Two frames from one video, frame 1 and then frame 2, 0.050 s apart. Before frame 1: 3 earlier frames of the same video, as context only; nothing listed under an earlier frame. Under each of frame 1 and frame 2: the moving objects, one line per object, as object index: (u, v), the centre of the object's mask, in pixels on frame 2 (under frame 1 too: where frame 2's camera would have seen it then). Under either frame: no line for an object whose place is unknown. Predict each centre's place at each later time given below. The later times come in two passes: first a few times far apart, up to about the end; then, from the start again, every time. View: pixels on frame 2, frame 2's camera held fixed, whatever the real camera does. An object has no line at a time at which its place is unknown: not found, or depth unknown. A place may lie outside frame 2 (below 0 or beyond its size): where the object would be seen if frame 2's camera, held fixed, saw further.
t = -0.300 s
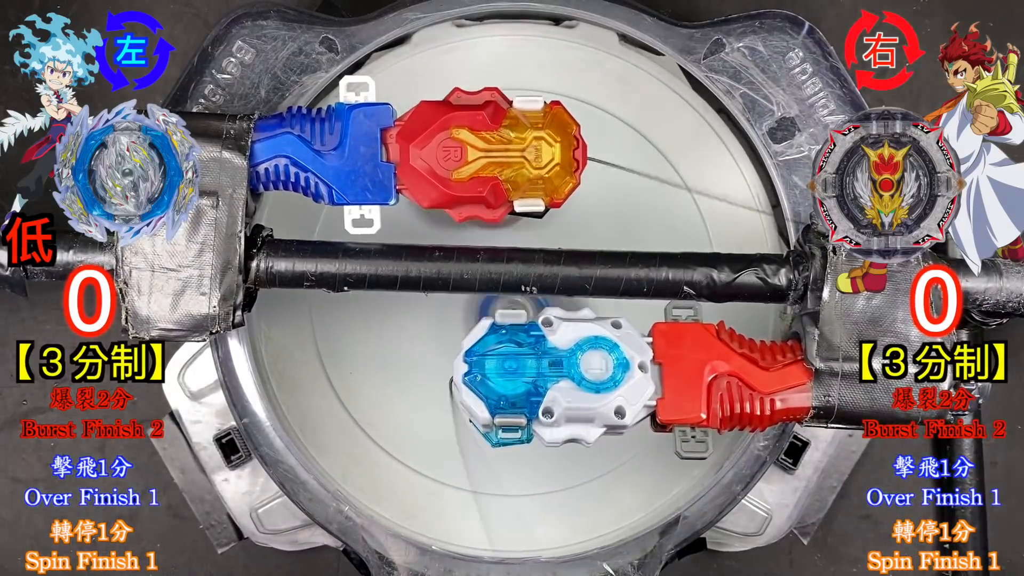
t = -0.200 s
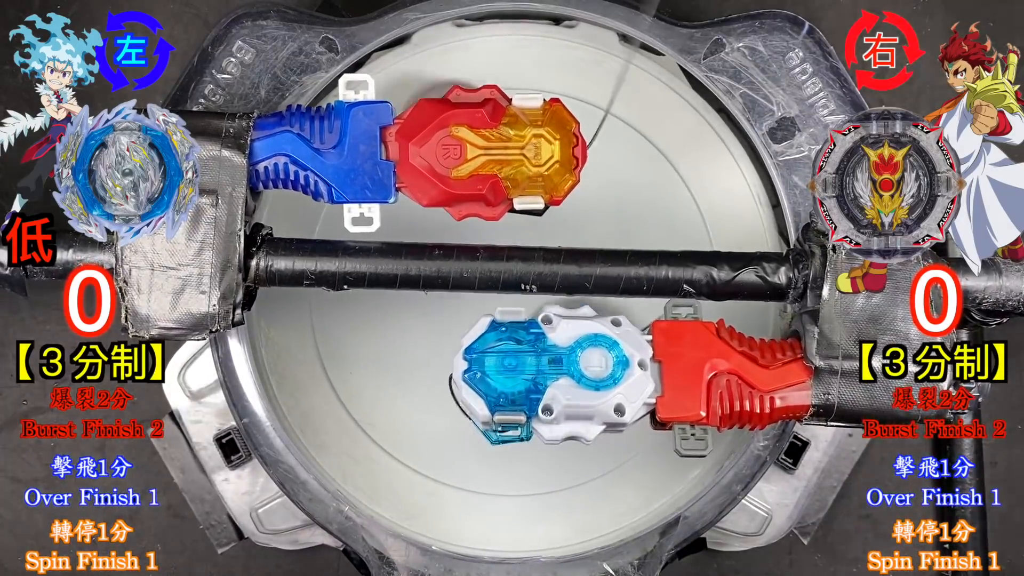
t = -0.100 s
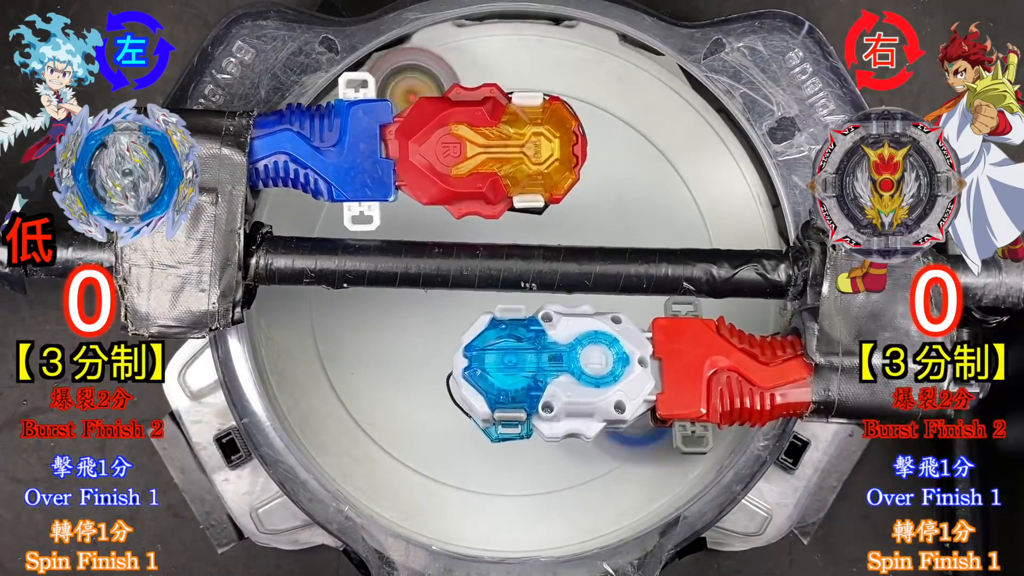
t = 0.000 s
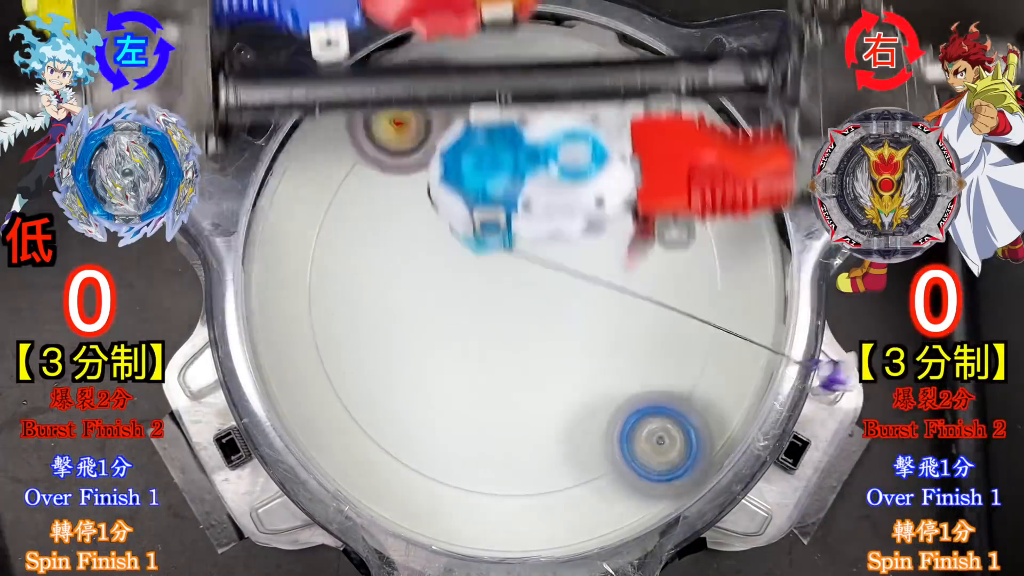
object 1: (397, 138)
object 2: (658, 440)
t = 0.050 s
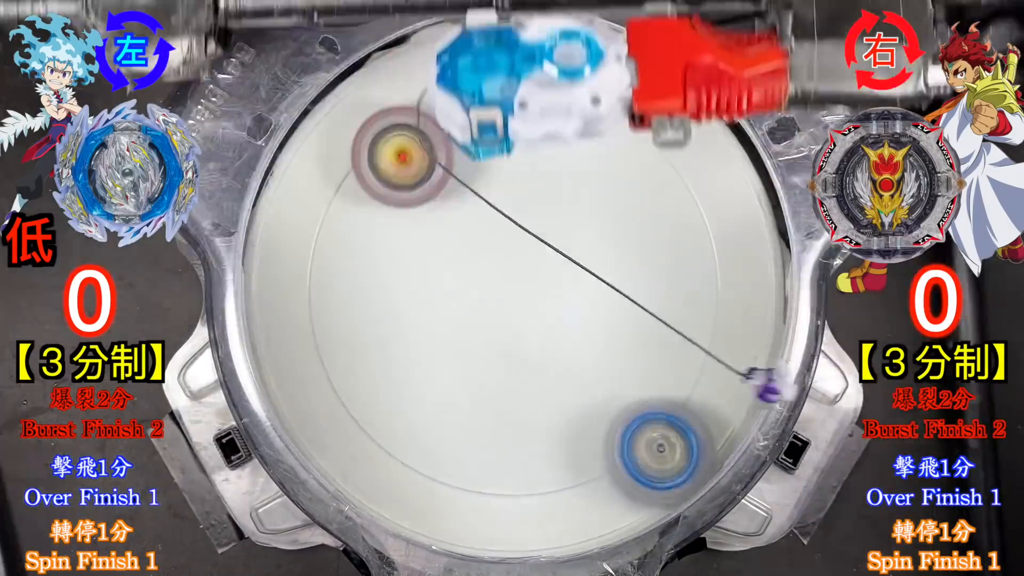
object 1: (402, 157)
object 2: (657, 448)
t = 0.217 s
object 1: (482, 329)
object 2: (647, 450)
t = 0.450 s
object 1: (381, 326)
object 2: (682, 338)
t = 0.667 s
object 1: (359, 247)
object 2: (567, 182)
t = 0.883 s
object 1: (520, 296)
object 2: (463, 157)
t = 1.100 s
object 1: (655, 297)
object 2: (496, 255)
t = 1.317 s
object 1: (667, 187)
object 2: (570, 324)
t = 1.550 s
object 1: (478, 116)
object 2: (632, 333)
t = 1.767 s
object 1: (319, 321)
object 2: (609, 369)
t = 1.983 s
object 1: (601, 508)
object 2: (491, 277)
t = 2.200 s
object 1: (683, 128)
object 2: (505, 124)
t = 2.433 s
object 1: (572, 243)
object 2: (472, 125)
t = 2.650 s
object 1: (473, 374)
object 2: (478, 251)
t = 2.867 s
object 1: (531, 468)
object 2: (483, 271)
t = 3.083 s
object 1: (694, 403)
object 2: (472, 125)
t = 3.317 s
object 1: (717, 170)
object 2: (585, 161)
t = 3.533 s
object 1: (494, 84)
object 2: (555, 329)
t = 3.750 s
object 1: (299, 355)
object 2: (401, 380)
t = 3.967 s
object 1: (602, 475)
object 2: (738, 266)
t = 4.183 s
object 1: (741, 295)
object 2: (681, 104)
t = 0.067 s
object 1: (403, 173)
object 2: (656, 449)
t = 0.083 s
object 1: (409, 187)
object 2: (654, 450)
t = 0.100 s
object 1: (414, 203)
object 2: (654, 453)
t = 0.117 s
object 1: (421, 220)
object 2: (653, 451)
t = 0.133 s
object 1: (428, 238)
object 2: (653, 451)
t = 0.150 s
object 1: (436, 257)
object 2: (652, 452)
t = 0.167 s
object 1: (446, 275)
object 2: (650, 452)
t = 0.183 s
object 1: (457, 293)
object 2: (650, 451)
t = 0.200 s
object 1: (469, 312)
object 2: (648, 451)
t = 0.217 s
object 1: (482, 329)
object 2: (647, 450)
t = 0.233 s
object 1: (496, 345)
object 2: (645, 446)
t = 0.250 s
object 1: (510, 361)
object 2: (642, 444)
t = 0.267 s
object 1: (525, 376)
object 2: (640, 443)
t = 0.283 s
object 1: (541, 389)
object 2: (639, 440)
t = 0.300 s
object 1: (531, 388)
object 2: (656, 440)
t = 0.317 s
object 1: (510, 384)
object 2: (676, 442)
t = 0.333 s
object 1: (489, 379)
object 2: (688, 437)
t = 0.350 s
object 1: (471, 373)
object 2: (690, 424)
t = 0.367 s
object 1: (453, 366)
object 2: (693, 409)
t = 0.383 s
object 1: (436, 360)
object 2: (691, 396)
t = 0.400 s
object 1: (421, 351)
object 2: (690, 381)
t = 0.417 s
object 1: (406, 343)
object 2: (687, 368)
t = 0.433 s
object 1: (392, 335)
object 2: (686, 354)
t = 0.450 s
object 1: (381, 326)
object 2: (682, 338)
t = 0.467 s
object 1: (370, 317)
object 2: (676, 325)
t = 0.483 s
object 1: (361, 308)
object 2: (670, 311)
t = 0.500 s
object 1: (353, 300)
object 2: (663, 298)
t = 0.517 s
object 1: (347, 292)
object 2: (655, 283)
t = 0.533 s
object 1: (343, 283)
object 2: (645, 269)
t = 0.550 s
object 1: (340, 276)
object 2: (638, 257)
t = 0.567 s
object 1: (338, 269)
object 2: (628, 244)
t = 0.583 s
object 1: (338, 263)
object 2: (619, 231)
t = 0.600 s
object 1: (339, 258)
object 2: (610, 220)
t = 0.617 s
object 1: (342, 253)
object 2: (598, 210)
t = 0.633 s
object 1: (346, 250)
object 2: (588, 200)
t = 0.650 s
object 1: (352, 248)
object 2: (577, 190)
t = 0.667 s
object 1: (359, 247)
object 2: (567, 182)
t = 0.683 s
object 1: (368, 246)
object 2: (556, 175)
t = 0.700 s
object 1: (378, 247)
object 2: (545, 166)
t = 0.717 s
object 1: (388, 248)
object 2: (535, 161)
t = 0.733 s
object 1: (400, 251)
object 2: (525, 155)
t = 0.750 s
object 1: (412, 254)
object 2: (516, 152)
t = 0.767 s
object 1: (424, 258)
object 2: (507, 152)
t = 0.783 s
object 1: (437, 263)
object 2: (498, 147)
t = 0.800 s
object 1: (451, 268)
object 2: (492, 146)
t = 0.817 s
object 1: (464, 274)
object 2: (483, 146)
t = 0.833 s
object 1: (478, 281)
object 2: (479, 146)
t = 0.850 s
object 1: (492, 287)
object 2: (471, 148)
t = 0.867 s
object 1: (506, 292)
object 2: (467, 154)
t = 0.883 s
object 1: (520, 296)
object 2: (463, 157)
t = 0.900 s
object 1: (534, 300)
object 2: (460, 161)
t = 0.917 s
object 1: (548, 304)
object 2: (458, 168)
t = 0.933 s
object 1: (561, 306)
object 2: (456, 178)
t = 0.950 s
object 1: (574, 308)
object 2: (458, 185)
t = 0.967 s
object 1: (585, 309)
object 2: (457, 191)
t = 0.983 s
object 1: (596, 310)
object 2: (461, 199)
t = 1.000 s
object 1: (607, 310)
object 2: (463, 208)
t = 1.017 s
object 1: (617, 310)
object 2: (468, 215)
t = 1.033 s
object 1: (626, 309)
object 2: (471, 222)
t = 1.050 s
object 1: (635, 307)
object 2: (477, 232)
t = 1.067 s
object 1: (644, 305)
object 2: (482, 242)
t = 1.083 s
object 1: (650, 301)
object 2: (489, 248)
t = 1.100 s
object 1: (655, 297)
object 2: (496, 255)
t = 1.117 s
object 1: (659, 292)
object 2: (504, 263)
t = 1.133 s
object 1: (662, 288)
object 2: (511, 271)
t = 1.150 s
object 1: (664, 284)
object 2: (518, 278)
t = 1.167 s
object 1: (665, 278)
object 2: (527, 284)
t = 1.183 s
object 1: (665, 272)
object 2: (534, 287)
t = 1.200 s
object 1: (664, 265)
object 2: (545, 291)
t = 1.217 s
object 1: (661, 258)
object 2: (553, 296)
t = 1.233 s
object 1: (658, 250)
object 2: (561, 302)
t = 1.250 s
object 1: (662, 238)
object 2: (563, 308)
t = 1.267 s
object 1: (666, 227)
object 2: (565, 313)
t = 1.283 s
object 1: (669, 213)
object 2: (567, 317)
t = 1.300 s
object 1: (669, 200)
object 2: (569, 320)
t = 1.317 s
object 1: (667, 187)
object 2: (570, 324)
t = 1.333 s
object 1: (664, 175)
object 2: (572, 327)
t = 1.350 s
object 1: (660, 164)
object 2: (576, 331)
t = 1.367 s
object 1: (654, 154)
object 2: (581, 333)
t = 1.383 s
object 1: (645, 144)
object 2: (582, 333)
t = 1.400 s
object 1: (634, 135)
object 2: (587, 333)
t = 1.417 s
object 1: (620, 129)
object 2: (589, 332)
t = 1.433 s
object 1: (605, 124)
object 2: (594, 330)
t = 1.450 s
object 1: (590, 120)
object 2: (599, 330)
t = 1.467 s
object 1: (574, 116)
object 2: (607, 330)
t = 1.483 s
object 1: (556, 112)
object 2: (611, 330)
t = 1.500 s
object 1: (536, 110)
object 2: (616, 330)
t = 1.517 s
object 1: (517, 111)
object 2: (623, 332)
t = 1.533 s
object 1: (497, 113)
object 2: (627, 333)
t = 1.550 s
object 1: (478, 116)
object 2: (632, 333)
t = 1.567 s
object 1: (457, 120)
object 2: (634, 334)
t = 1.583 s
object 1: (436, 127)
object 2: (637, 335)
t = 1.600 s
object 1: (416, 137)
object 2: (638, 338)
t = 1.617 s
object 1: (398, 148)
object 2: (640, 339)
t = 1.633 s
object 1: (382, 161)
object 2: (638, 341)
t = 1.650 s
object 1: (366, 174)
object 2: (639, 343)
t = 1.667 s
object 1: (350, 190)
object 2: (636, 348)
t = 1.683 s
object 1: (337, 209)
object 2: (636, 351)
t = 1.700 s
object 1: (328, 229)
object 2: (633, 356)
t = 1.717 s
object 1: (322, 249)
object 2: (628, 359)
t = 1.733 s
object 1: (318, 271)
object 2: (623, 364)
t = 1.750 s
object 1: (316, 295)
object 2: (617, 366)
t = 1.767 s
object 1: (319, 321)
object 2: (609, 369)
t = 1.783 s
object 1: (327, 345)
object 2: (601, 370)
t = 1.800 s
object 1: (338, 368)
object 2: (591, 370)
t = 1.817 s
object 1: (350, 391)
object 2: (579, 367)
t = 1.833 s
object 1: (365, 416)
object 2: (569, 365)
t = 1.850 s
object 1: (384, 438)
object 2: (558, 359)
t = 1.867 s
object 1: (407, 456)
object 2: (548, 354)
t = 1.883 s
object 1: (430, 471)
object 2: (537, 346)
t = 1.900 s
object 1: (456, 485)
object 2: (528, 336)
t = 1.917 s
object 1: (484, 496)
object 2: (517, 326)
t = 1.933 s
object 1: (514, 504)
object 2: (509, 315)
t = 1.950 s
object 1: (543, 508)
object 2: (502, 303)
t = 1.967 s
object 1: (571, 510)
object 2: (495, 291)
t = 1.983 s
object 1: (601, 508)
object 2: (491, 277)
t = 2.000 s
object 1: (625, 500)
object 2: (484, 264)
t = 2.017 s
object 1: (639, 483)
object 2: (479, 250)
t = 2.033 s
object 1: (651, 459)
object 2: (477, 237)
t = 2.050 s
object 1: (661, 427)
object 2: (477, 223)
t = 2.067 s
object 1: (666, 397)
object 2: (476, 210)
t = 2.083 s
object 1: (676, 365)
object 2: (477, 199)
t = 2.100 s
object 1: (681, 331)
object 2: (479, 186)
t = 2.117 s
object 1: (687, 299)
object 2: (481, 173)
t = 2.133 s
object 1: (693, 263)
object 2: (483, 161)
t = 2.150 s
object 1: (694, 229)
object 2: (487, 151)
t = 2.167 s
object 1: (694, 195)
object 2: (492, 141)
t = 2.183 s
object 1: (690, 159)
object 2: (498, 131)
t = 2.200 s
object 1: (683, 128)
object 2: (505, 124)
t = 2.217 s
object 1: (673, 103)
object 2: (513, 117)
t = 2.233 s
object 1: (658, 99)
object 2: (519, 108)
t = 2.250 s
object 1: (645, 103)
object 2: (529, 105)
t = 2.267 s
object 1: (637, 112)
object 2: (531, 103)
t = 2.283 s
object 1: (636, 125)
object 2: (523, 100)
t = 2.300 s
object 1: (635, 136)
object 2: (515, 99)
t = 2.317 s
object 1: (629, 149)
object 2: (508, 98)
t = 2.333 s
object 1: (625, 162)
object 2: (501, 96)
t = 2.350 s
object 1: (617, 175)
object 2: (494, 98)
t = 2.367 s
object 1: (611, 189)
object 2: (489, 101)
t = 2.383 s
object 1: (601, 202)
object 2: (483, 106)
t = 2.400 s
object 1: (593, 217)
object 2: (480, 112)
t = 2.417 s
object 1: (582, 229)
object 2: (475, 118)
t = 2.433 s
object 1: (572, 243)
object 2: (472, 125)
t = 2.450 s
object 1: (562, 254)
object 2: (469, 132)
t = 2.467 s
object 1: (550, 267)
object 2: (467, 140)
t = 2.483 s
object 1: (542, 278)
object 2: (467, 150)
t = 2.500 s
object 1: (531, 290)
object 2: (464, 161)
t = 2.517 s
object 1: (523, 300)
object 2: (463, 170)
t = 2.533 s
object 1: (513, 311)
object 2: (464, 179)
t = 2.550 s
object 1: (506, 322)
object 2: (465, 191)
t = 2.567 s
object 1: (498, 331)
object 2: (467, 201)
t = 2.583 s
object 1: (492, 342)
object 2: (468, 213)
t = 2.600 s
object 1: (485, 349)
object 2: (471, 224)
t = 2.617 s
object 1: (480, 359)
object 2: (472, 232)
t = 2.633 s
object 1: (475, 365)
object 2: (475, 242)
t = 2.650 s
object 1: (473, 374)
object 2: (478, 251)
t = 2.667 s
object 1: (469, 379)
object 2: (481, 263)
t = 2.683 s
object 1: (467, 387)
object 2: (483, 273)
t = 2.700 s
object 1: (467, 391)
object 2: (485, 279)
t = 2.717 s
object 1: (467, 398)
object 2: (489, 287)
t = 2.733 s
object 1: (469, 400)
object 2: (491, 295)
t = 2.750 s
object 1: (472, 406)
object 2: (492, 302)
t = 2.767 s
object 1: (475, 408)
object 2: (493, 308)
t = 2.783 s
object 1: (480, 411)
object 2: (494, 310)
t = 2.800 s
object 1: (488, 425)
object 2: (493, 306)
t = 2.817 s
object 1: (496, 438)
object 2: (492, 298)
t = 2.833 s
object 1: (507, 449)
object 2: (489, 288)
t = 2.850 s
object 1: (517, 460)
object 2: (486, 280)
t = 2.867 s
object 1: (531, 468)
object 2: (483, 271)
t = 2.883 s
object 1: (542, 477)
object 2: (479, 259)
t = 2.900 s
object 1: (557, 482)
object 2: (476, 250)
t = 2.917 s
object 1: (569, 484)
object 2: (472, 239)
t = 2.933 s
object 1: (584, 485)
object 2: (469, 226)
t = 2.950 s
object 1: (595, 482)
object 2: (466, 217)
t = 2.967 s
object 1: (610, 476)
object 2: (465, 206)
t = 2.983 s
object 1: (621, 470)
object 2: (461, 193)
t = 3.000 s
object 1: (635, 462)
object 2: (461, 184)
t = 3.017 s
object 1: (647, 453)
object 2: (461, 170)
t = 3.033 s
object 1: (660, 441)
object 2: (462, 156)
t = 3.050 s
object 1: (671, 430)
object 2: (463, 146)
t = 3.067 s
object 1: (684, 415)
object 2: (466, 136)
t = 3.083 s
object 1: (694, 403)
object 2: (472, 125)
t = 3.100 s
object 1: (704, 386)
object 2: (475, 116)
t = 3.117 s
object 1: (713, 372)
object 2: (482, 105)
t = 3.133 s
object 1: (721, 354)
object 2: (489, 101)
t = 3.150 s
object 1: (729, 339)
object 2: (496, 90)
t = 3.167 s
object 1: (734, 320)
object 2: (504, 88)
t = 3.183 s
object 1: (739, 304)
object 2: (513, 92)
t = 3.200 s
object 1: (741, 286)
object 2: (521, 99)
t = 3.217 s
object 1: (743, 269)
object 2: (531, 110)
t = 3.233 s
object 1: (742, 251)
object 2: (541, 116)
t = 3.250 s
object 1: (741, 234)
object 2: (552, 126)
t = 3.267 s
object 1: (736, 218)
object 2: (558, 134)
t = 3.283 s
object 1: (732, 200)
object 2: (568, 145)
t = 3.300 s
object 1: (725, 187)
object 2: (578, 155)
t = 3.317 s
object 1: (717, 170)
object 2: (585, 161)
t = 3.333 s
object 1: (708, 158)
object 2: (592, 177)
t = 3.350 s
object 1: (696, 143)
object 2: (598, 185)
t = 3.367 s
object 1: (684, 132)
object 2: (601, 199)
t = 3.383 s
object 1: (668, 120)
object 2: (602, 214)
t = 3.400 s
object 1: (655, 109)
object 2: (603, 227)
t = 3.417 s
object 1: (636, 100)
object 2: (602, 241)
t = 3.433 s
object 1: (620, 92)
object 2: (599, 253)
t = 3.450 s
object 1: (599, 87)
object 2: (595, 269)
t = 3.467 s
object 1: (580, 82)
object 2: (589, 282)
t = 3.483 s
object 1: (560, 81)
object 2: (581, 295)
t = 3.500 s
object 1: (538, 78)
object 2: (573, 307)
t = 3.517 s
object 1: (518, 81)
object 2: (563, 319)
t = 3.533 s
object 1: (494, 84)
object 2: (555, 329)
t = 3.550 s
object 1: (472, 92)
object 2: (542, 339)
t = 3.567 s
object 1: (448, 102)
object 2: (530, 348)
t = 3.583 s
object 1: (427, 115)
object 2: (517, 357)
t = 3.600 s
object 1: (405, 132)
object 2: (504, 363)
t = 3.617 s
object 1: (385, 150)
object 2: (488, 368)
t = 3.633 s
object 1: (365, 172)
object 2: (473, 374)
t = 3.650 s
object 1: (345, 192)
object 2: (459, 378)
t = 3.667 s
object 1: (330, 218)
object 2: (445, 379)
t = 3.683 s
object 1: (320, 246)
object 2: (432, 380)
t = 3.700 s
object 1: (316, 274)
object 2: (418, 381)
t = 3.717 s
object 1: (313, 306)
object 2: (406, 380)
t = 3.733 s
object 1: (307, 334)
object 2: (400, 381)
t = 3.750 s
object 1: (299, 355)
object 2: (401, 380)
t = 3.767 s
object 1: (301, 376)
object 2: (402, 382)
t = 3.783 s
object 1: (308, 394)
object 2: (422, 377)
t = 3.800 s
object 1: (325, 409)
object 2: (458, 366)
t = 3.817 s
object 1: (343, 423)
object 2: (490, 354)
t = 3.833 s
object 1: (367, 436)
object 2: (524, 348)
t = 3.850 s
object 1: (392, 447)
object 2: (555, 335)
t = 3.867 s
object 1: (417, 455)
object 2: (585, 326)
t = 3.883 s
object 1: (447, 463)
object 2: (616, 315)
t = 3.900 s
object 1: (477, 471)
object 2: (643, 307)
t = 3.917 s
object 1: (506, 476)
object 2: (672, 295)
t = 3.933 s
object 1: (538, 478)
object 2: (698, 285)
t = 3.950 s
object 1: (571, 479)
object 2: (721, 274)
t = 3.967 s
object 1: (602, 475)
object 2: (738, 266)
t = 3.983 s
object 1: (635, 469)
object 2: (751, 256)
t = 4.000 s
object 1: (663, 459)
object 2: (753, 244)
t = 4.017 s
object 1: (686, 445)
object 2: (753, 229)
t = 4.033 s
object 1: (701, 420)
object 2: (751, 218)
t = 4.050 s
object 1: (714, 393)
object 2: (747, 214)
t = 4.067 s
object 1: (724, 368)
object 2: (745, 207)
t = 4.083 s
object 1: (732, 342)
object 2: (742, 198)
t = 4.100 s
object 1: (738, 314)
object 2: (738, 189)
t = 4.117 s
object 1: (743, 289)
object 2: (732, 183)
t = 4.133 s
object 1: (745, 285)
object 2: (720, 161)
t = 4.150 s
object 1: (746, 288)
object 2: (705, 131)
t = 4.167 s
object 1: (745, 290)
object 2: (687, 109)
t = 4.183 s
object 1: (741, 295)
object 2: (681, 104)
